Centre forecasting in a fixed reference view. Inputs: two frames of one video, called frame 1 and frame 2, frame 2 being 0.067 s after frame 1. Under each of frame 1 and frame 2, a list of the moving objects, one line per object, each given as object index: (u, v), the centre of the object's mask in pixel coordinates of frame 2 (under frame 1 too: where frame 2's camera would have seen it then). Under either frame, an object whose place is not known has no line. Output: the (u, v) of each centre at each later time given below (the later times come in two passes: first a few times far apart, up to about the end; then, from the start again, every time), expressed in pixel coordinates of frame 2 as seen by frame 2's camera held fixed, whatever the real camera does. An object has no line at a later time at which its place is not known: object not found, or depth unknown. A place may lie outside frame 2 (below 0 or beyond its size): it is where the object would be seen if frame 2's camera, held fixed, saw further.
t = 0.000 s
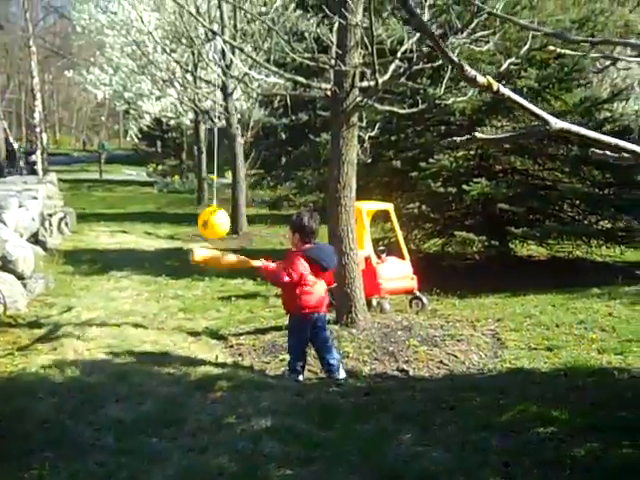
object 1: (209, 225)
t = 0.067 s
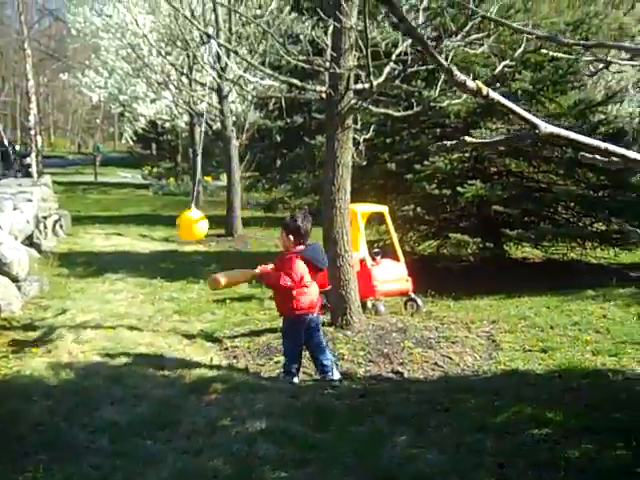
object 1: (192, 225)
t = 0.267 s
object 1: (151, 220)
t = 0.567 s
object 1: (132, 213)
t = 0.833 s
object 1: (168, 226)
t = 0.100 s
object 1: (184, 224)
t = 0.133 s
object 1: (177, 223)
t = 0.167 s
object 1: (169, 222)
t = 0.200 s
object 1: (162, 222)
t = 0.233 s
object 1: (156, 221)
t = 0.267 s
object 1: (151, 220)
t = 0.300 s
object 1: (146, 218)
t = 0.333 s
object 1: (142, 217)
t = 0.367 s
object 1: (138, 215)
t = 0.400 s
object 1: (135, 214)
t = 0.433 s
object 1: (133, 214)
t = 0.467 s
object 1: (132, 214)
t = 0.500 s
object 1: (131, 214)
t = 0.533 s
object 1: (131, 213)
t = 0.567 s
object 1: (132, 213)
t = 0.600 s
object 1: (134, 214)
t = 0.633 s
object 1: (137, 214)
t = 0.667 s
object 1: (140, 216)
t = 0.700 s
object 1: (145, 218)
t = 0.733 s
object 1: (150, 220)
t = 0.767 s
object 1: (155, 222)
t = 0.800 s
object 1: (161, 224)
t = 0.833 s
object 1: (168, 226)
